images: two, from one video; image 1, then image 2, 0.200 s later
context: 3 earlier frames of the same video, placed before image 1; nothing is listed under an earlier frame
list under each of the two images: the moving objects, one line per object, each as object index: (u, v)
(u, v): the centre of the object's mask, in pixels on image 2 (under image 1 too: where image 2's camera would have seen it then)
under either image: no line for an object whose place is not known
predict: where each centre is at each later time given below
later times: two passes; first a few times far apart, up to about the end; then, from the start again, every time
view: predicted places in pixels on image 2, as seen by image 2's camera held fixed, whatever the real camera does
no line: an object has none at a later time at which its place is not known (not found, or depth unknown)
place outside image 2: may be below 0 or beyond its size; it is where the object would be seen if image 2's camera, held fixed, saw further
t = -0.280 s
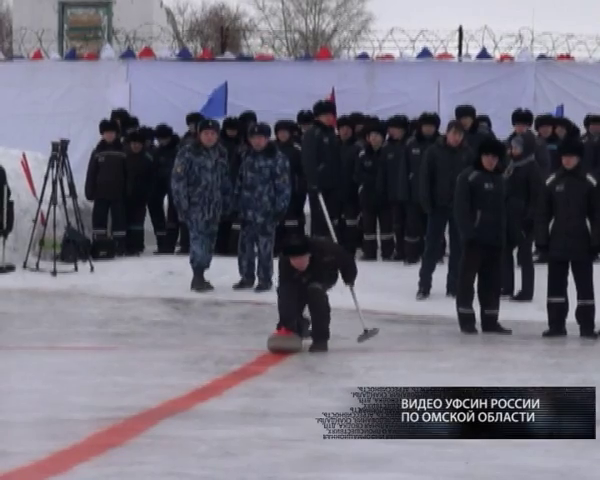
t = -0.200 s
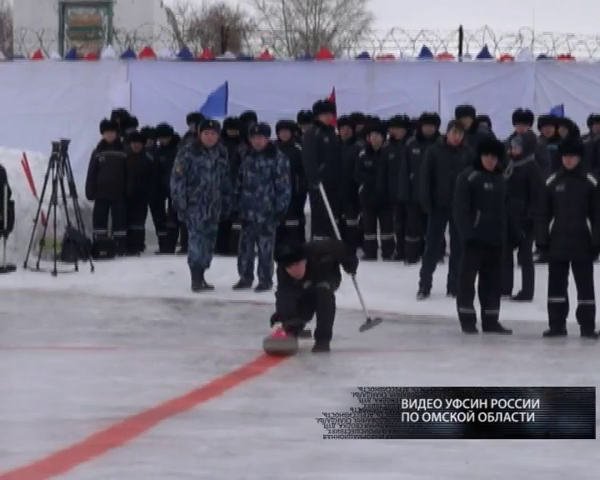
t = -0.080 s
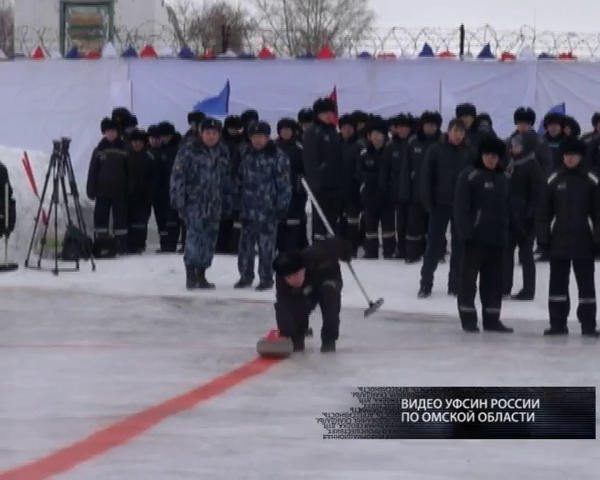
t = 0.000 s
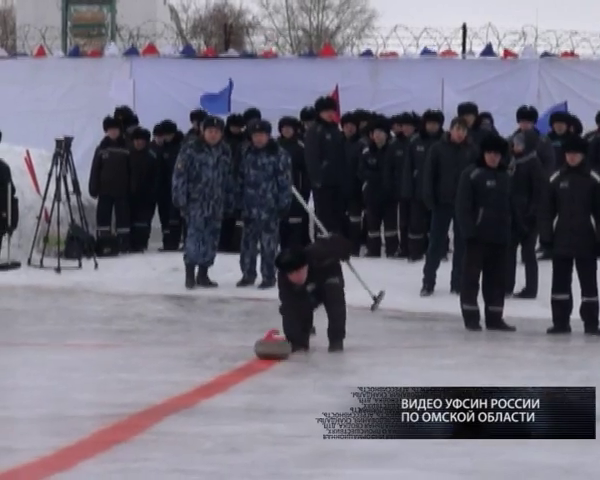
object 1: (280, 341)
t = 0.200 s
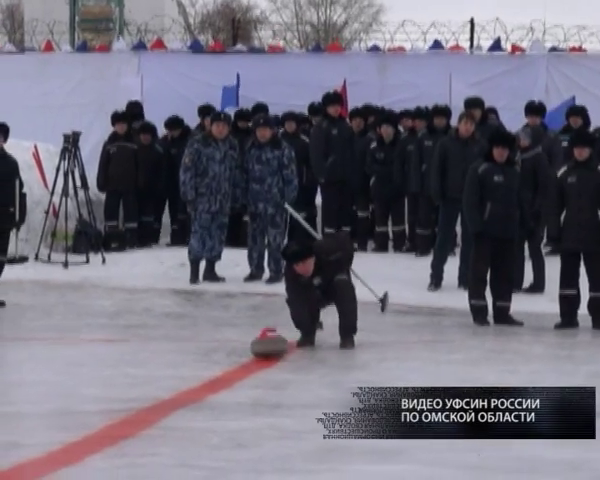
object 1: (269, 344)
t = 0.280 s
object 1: (265, 348)
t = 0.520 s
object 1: (252, 355)
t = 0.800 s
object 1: (239, 363)
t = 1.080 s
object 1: (226, 372)
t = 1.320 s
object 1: (213, 379)
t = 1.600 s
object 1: (199, 389)
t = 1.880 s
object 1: (182, 400)
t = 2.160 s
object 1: (158, 416)
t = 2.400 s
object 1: (136, 428)
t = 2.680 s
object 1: (103, 445)
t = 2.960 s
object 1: (64, 461)
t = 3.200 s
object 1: (26, 480)
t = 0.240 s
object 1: (267, 347)
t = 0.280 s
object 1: (265, 348)
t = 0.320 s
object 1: (263, 349)
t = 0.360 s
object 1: (261, 351)
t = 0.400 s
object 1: (258, 352)
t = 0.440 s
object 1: (257, 352)
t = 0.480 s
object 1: (255, 354)
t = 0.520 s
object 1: (252, 355)
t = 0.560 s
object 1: (251, 356)
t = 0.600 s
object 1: (249, 357)
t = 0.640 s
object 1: (247, 358)
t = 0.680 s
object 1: (245, 360)
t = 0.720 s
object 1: (243, 361)
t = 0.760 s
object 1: (241, 361)
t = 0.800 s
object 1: (239, 363)
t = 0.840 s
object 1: (238, 364)
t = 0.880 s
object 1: (236, 365)
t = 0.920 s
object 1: (234, 367)
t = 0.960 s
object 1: (232, 369)
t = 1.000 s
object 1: (230, 370)
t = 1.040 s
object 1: (228, 371)
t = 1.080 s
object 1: (226, 372)
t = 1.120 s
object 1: (224, 373)
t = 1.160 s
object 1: (221, 375)
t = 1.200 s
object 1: (219, 376)
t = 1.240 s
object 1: (217, 377)
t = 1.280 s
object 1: (215, 378)
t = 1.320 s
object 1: (213, 379)
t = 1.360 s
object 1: (210, 381)
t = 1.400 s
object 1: (208, 382)
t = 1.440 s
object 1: (207, 384)
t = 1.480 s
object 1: (205, 385)
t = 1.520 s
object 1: (203, 386)
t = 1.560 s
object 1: (200, 387)
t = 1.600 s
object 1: (199, 389)
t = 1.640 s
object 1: (197, 390)
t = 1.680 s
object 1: (194, 391)
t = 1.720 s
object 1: (192, 393)
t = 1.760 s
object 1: (190, 394)
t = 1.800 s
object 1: (188, 396)
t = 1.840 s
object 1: (185, 398)
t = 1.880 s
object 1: (182, 400)
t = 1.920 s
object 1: (179, 402)
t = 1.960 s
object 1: (176, 405)
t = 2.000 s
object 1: (172, 408)
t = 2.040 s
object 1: (169, 410)
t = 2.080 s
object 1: (165, 412)
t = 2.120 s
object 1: (162, 414)
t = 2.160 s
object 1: (158, 416)
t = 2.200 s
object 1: (154, 417)
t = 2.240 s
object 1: (151, 420)
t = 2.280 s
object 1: (147, 421)
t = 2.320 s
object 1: (144, 424)
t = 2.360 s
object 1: (140, 426)
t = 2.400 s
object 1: (136, 428)
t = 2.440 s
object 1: (131, 430)
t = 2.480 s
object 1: (127, 432)
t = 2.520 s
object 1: (122, 434)
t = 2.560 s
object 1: (118, 437)
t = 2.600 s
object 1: (113, 440)
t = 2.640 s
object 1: (108, 443)
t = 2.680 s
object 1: (103, 445)
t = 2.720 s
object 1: (97, 447)
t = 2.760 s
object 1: (92, 449)
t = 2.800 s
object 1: (87, 451)
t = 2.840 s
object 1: (81, 453)
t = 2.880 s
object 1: (75, 456)
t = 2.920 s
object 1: (70, 458)
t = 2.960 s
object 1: (64, 461)
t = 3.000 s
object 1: (58, 463)
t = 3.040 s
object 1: (52, 466)
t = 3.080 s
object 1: (46, 469)
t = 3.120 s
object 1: (39, 473)
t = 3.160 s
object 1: (33, 476)
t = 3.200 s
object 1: (26, 480)
